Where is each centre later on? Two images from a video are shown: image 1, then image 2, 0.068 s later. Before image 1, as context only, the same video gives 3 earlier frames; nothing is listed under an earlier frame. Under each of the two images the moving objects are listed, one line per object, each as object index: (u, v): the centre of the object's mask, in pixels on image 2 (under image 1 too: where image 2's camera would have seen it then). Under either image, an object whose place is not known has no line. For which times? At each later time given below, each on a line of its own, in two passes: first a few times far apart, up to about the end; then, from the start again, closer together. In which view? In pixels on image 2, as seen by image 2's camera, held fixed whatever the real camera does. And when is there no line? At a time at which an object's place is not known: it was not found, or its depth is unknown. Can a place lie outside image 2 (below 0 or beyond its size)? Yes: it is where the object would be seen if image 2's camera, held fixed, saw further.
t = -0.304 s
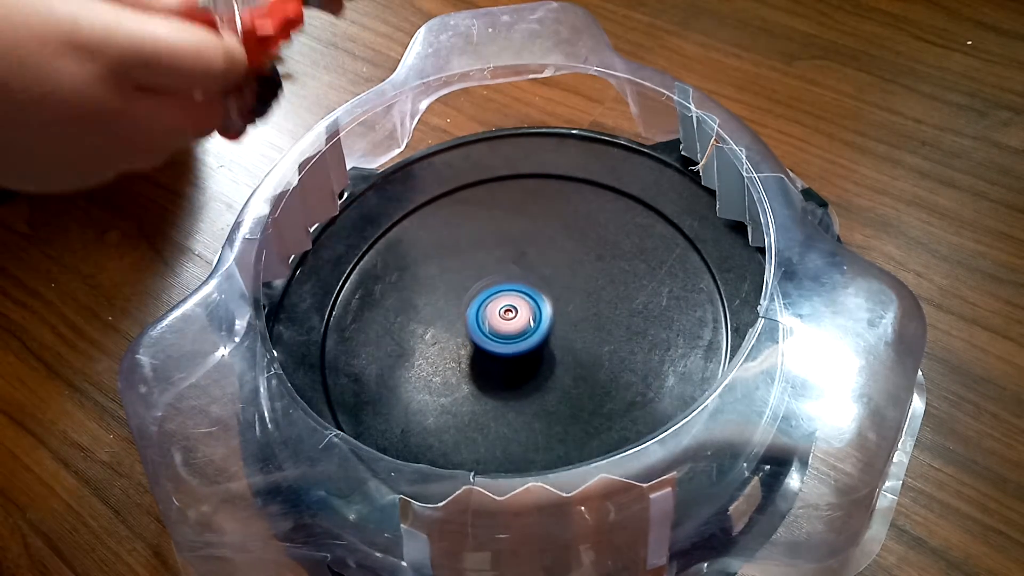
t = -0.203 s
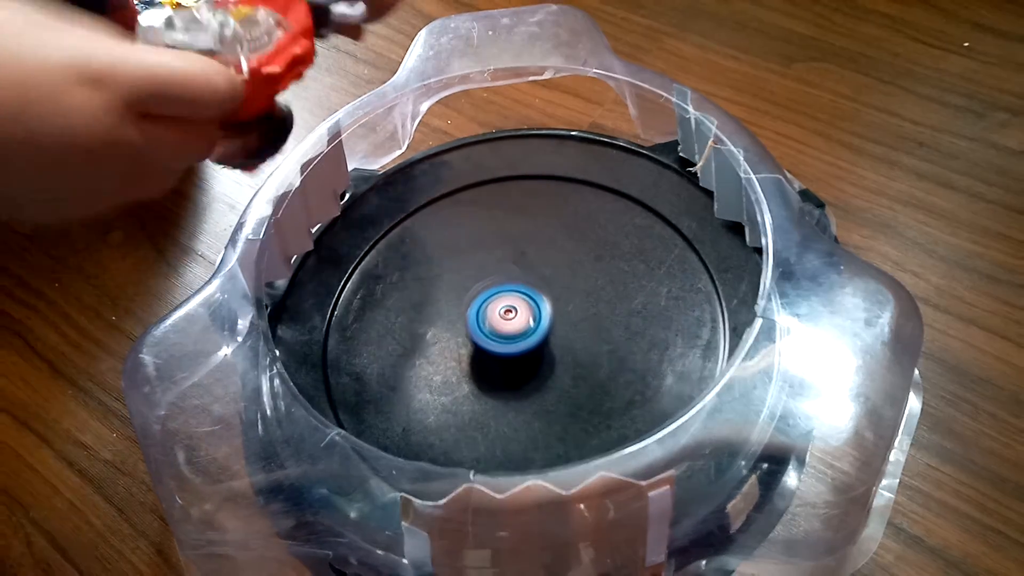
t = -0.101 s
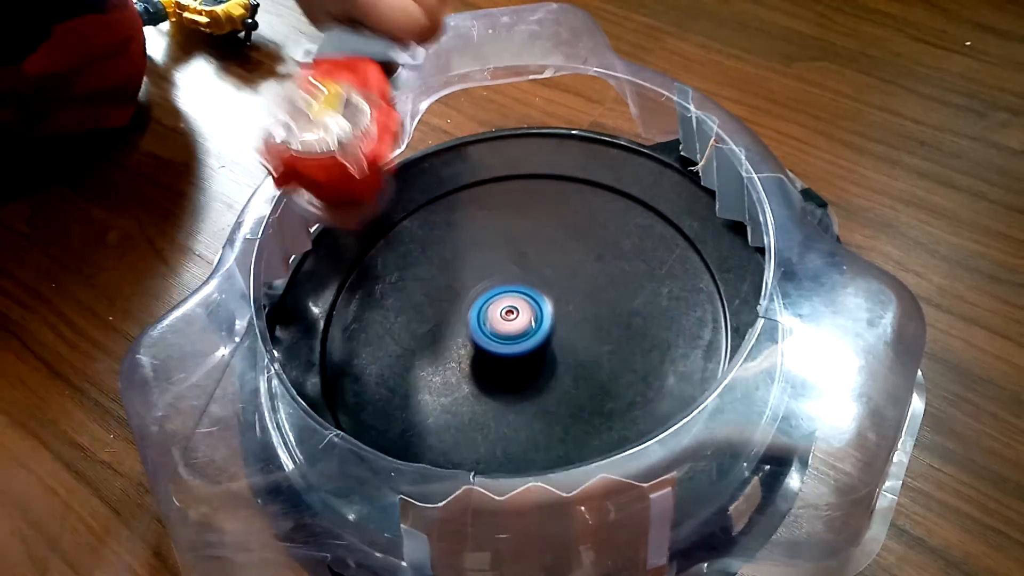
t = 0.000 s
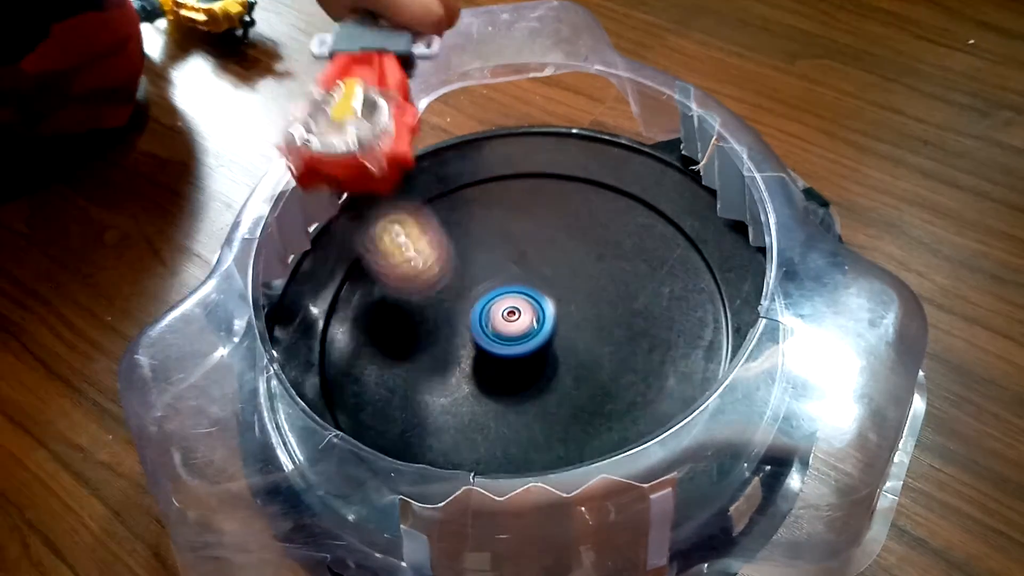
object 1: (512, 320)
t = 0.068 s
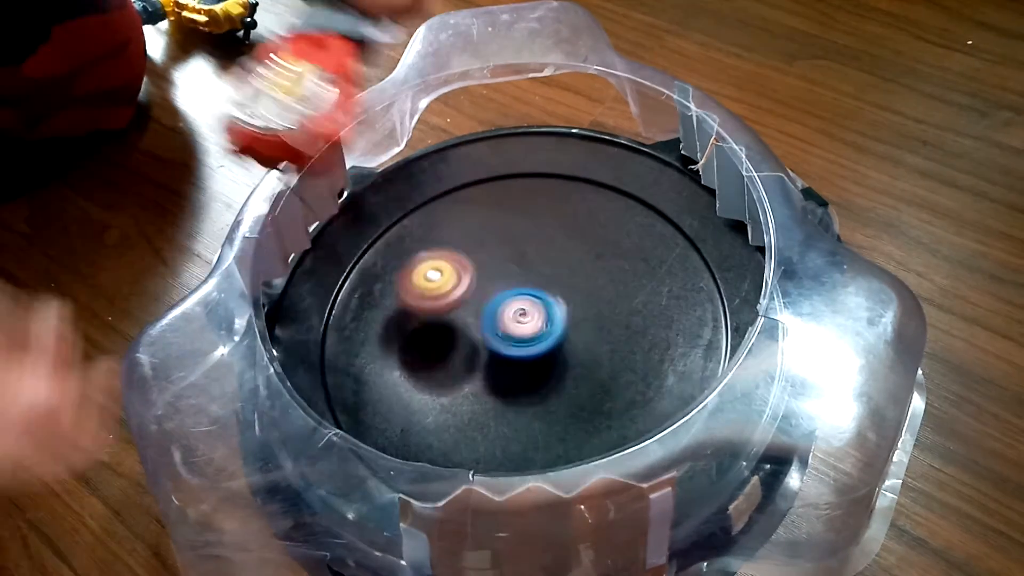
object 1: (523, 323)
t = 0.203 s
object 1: (542, 324)
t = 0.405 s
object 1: (535, 324)
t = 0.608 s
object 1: (545, 266)
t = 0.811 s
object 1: (590, 213)
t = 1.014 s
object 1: (605, 193)
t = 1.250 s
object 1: (559, 271)
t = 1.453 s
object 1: (483, 307)
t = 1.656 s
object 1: (379, 297)
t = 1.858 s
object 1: (364, 277)
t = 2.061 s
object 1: (391, 417)
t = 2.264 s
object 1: (498, 439)
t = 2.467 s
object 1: (575, 370)
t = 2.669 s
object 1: (570, 279)
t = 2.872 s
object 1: (538, 262)
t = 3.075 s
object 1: (528, 309)
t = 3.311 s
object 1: (536, 326)
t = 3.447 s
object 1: (535, 328)
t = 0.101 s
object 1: (532, 324)
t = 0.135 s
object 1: (537, 324)
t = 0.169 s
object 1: (539, 324)
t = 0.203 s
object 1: (542, 324)
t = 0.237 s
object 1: (544, 324)
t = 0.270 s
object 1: (543, 323)
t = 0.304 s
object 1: (541, 324)
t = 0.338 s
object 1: (539, 324)
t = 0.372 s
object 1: (537, 325)
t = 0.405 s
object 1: (535, 324)
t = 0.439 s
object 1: (533, 325)
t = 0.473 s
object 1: (531, 324)
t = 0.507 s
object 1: (532, 315)
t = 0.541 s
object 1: (536, 297)
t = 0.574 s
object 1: (540, 281)
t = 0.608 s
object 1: (545, 266)
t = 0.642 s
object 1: (552, 253)
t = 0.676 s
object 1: (559, 240)
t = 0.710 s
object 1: (568, 229)
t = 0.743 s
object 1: (577, 221)
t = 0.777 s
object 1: (585, 215)
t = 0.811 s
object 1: (590, 213)
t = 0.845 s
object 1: (595, 201)
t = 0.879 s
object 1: (602, 186)
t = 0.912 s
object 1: (609, 175)
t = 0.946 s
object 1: (609, 174)
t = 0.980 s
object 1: (608, 181)
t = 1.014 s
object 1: (605, 193)
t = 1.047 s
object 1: (600, 204)
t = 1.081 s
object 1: (595, 216)
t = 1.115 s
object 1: (589, 228)
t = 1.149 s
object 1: (582, 239)
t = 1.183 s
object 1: (575, 250)
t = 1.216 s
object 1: (566, 260)
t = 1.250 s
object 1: (559, 271)
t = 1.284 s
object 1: (550, 277)
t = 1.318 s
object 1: (541, 284)
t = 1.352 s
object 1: (530, 290)
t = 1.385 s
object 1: (516, 297)
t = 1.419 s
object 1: (500, 302)
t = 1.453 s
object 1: (483, 307)
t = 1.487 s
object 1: (465, 310)
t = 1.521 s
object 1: (445, 311)
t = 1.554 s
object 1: (426, 310)
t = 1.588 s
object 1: (408, 308)
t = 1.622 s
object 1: (393, 303)
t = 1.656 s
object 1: (379, 297)
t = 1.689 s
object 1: (369, 290)
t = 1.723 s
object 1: (364, 285)
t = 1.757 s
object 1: (363, 282)
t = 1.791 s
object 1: (362, 280)
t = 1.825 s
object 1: (362, 278)
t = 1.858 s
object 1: (364, 277)
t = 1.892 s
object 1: (365, 292)
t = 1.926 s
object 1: (361, 329)
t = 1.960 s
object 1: (363, 356)
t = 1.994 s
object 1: (367, 381)
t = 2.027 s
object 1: (378, 402)
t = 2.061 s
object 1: (391, 417)
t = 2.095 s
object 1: (405, 435)
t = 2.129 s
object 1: (423, 447)
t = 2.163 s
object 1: (440, 449)
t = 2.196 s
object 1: (459, 448)
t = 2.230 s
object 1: (480, 442)
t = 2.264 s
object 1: (498, 439)
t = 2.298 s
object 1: (515, 435)
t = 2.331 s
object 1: (532, 427)
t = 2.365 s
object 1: (546, 416)
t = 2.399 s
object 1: (557, 401)
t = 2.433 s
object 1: (567, 386)
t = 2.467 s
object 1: (575, 370)
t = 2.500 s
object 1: (582, 355)
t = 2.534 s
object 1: (586, 340)
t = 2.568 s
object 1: (584, 322)
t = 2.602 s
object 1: (581, 305)
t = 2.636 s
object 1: (576, 292)
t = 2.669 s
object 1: (570, 279)
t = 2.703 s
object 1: (564, 269)
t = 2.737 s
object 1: (559, 263)
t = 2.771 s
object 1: (553, 258)
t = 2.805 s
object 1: (548, 257)
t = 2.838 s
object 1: (543, 258)
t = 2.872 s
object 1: (538, 262)
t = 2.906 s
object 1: (534, 267)
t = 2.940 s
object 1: (531, 275)
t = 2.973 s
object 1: (530, 284)
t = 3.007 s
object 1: (531, 294)
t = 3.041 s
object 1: (530, 301)
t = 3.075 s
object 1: (528, 309)
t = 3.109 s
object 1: (528, 317)
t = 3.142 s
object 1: (529, 323)
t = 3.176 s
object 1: (532, 325)
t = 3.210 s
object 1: (533, 326)
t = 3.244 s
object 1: (534, 326)
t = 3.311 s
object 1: (536, 326)
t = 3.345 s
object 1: (536, 326)
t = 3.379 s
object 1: (537, 326)
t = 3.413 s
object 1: (537, 327)
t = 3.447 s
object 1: (535, 328)
